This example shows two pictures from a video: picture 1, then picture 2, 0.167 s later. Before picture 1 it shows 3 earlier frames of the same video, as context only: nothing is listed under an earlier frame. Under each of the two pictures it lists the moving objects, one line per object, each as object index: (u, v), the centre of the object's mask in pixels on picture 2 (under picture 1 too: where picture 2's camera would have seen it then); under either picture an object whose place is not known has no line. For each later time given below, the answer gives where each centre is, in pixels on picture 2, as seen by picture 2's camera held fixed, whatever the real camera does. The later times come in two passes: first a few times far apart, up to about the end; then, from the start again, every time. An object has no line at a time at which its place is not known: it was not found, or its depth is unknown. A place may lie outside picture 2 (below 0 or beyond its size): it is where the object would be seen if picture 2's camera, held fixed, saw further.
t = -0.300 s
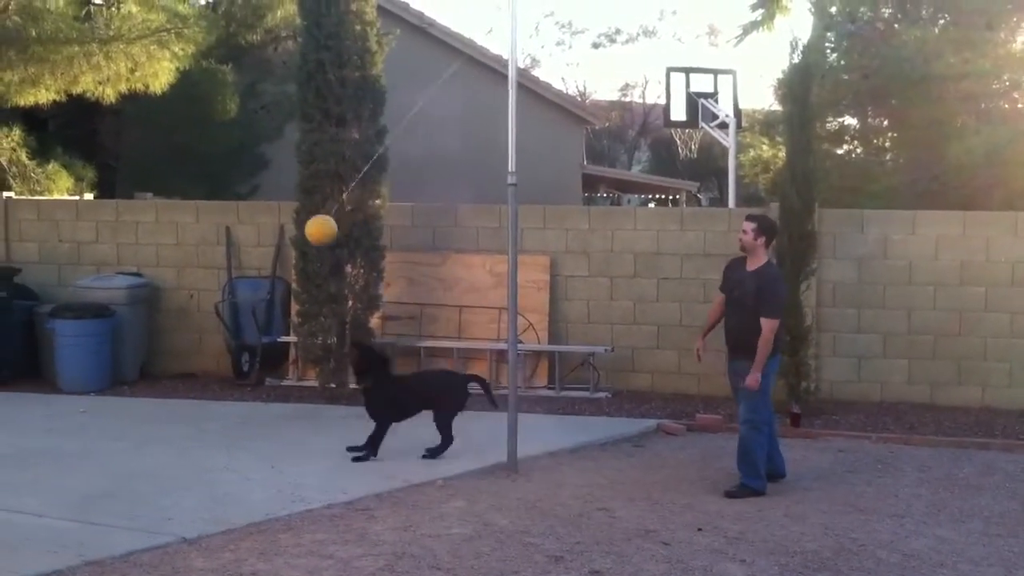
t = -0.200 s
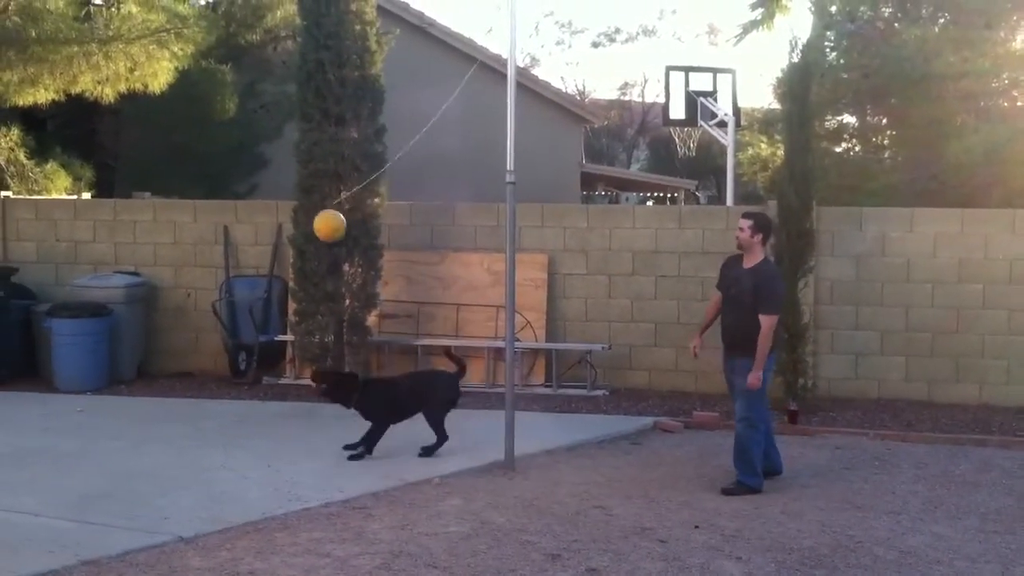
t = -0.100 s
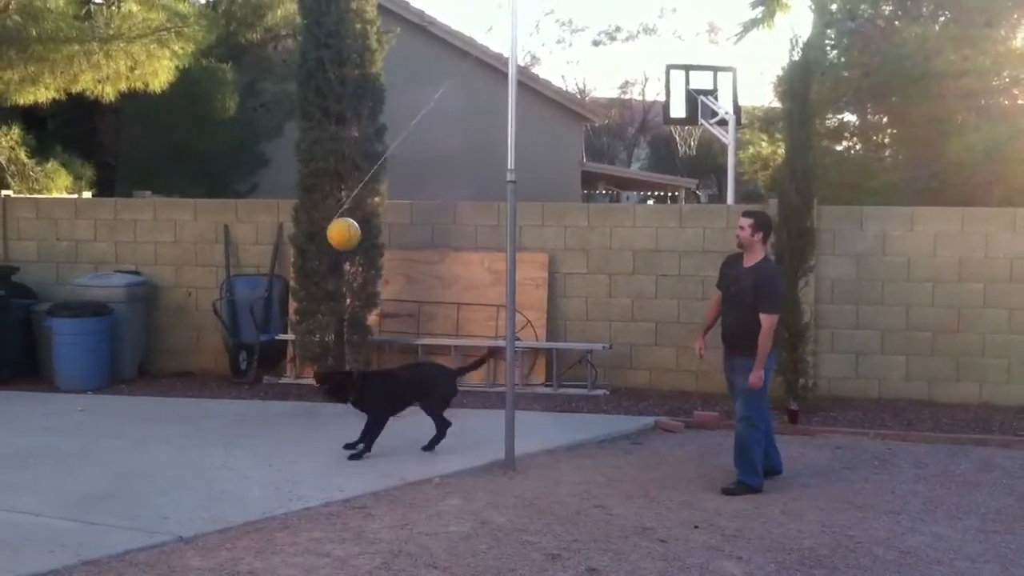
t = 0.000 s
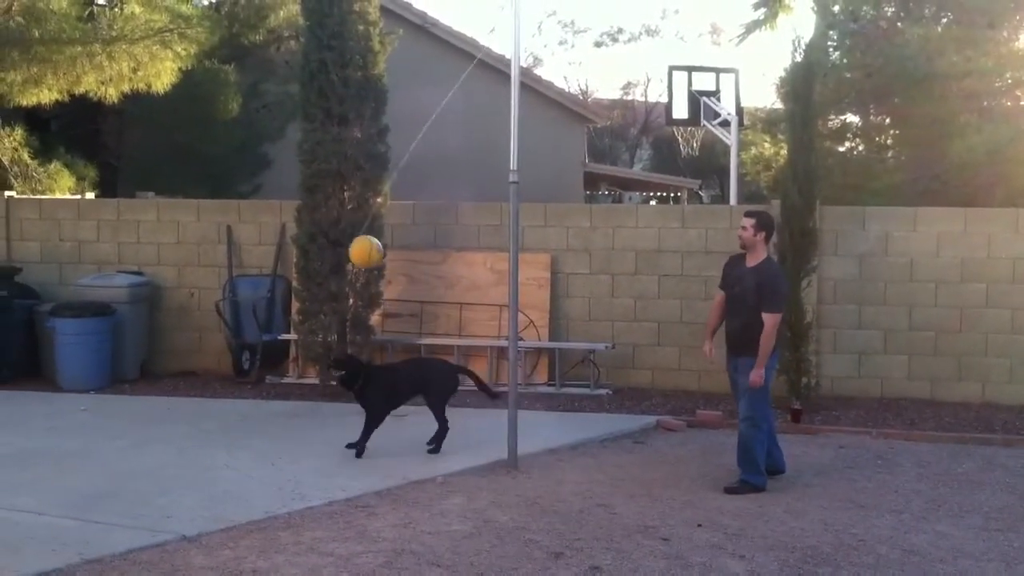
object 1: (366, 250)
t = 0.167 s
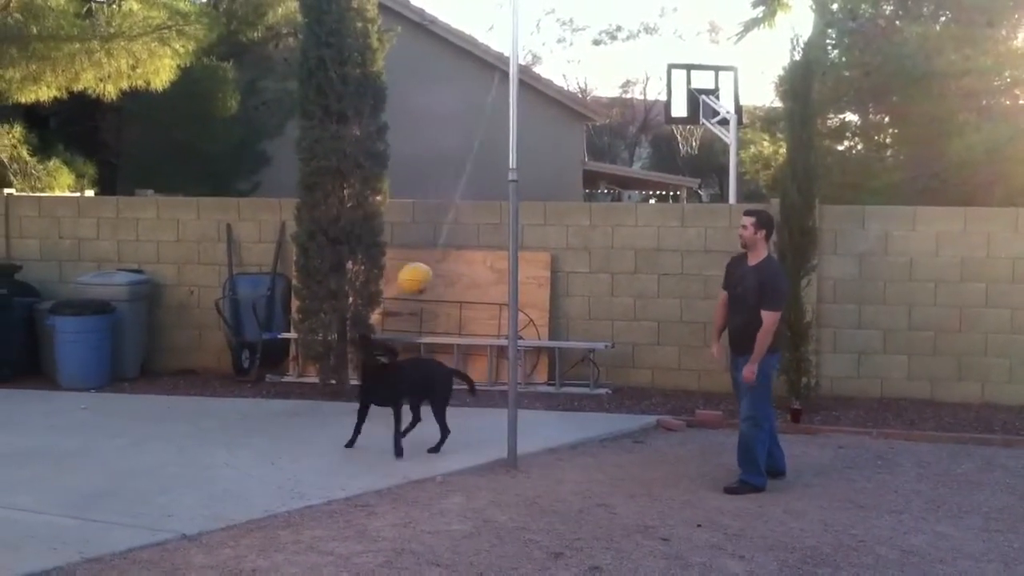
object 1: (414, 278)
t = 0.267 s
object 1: (459, 284)
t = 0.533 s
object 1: (584, 291)
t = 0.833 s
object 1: (672, 261)
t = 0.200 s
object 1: (429, 279)
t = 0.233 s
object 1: (444, 281)
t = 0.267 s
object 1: (459, 284)
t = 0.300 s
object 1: (475, 289)
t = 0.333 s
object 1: (491, 293)
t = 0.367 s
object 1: (508, 299)
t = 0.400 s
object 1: (524, 303)
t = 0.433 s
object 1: (538, 303)
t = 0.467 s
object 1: (554, 299)
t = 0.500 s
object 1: (569, 294)
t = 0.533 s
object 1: (584, 291)
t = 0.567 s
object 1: (597, 287)
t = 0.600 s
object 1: (609, 283)
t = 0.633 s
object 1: (622, 281)
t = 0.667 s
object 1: (633, 280)
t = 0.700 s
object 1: (645, 279)
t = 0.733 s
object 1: (654, 277)
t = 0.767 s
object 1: (661, 273)
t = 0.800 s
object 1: (667, 267)
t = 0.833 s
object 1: (672, 261)
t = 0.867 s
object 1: (676, 256)
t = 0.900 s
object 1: (680, 252)
